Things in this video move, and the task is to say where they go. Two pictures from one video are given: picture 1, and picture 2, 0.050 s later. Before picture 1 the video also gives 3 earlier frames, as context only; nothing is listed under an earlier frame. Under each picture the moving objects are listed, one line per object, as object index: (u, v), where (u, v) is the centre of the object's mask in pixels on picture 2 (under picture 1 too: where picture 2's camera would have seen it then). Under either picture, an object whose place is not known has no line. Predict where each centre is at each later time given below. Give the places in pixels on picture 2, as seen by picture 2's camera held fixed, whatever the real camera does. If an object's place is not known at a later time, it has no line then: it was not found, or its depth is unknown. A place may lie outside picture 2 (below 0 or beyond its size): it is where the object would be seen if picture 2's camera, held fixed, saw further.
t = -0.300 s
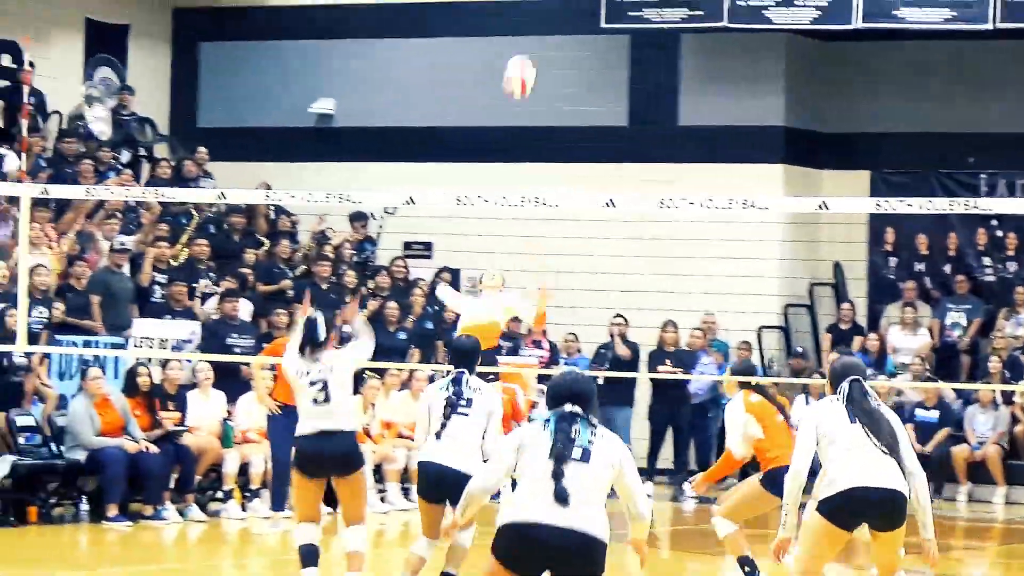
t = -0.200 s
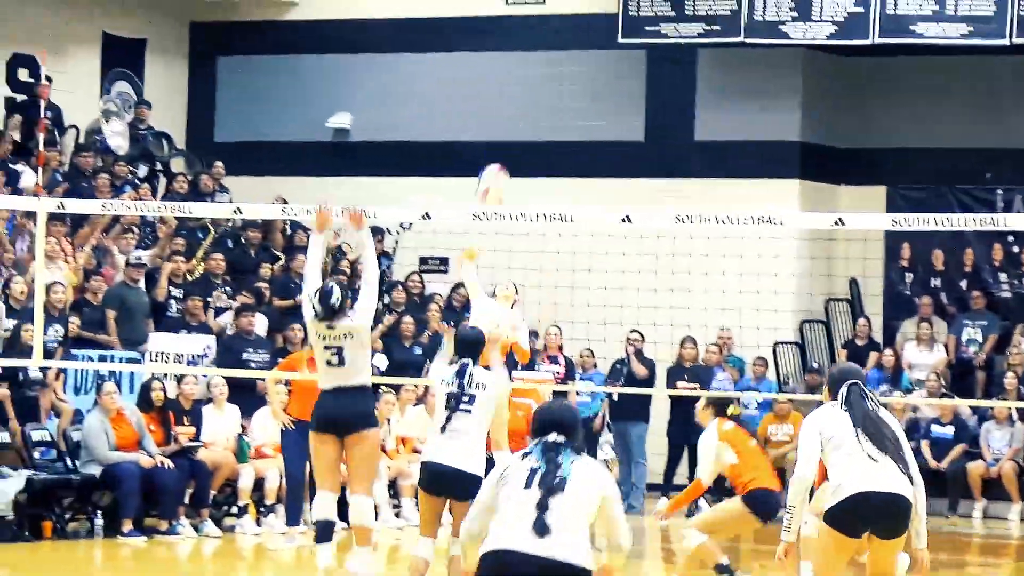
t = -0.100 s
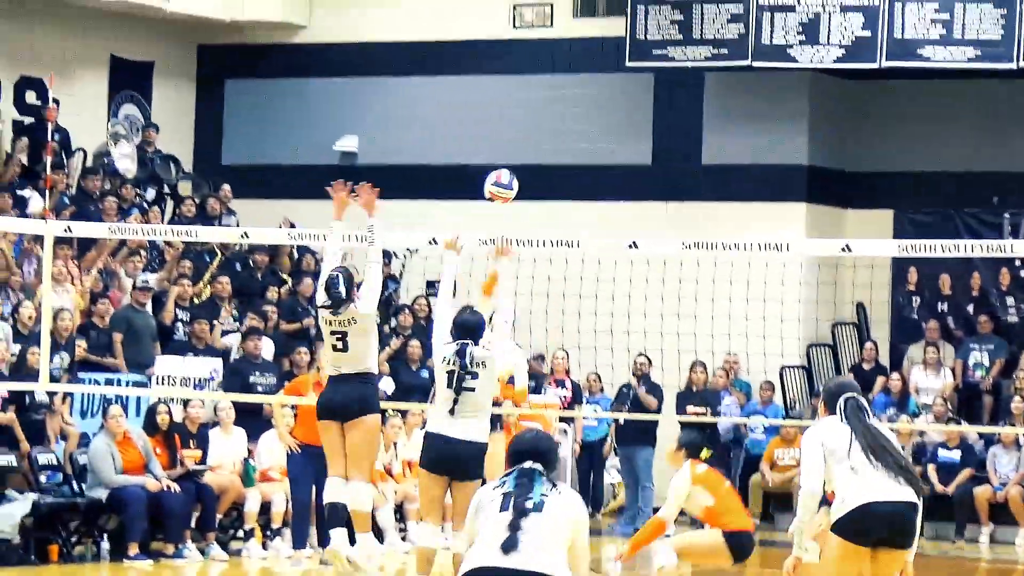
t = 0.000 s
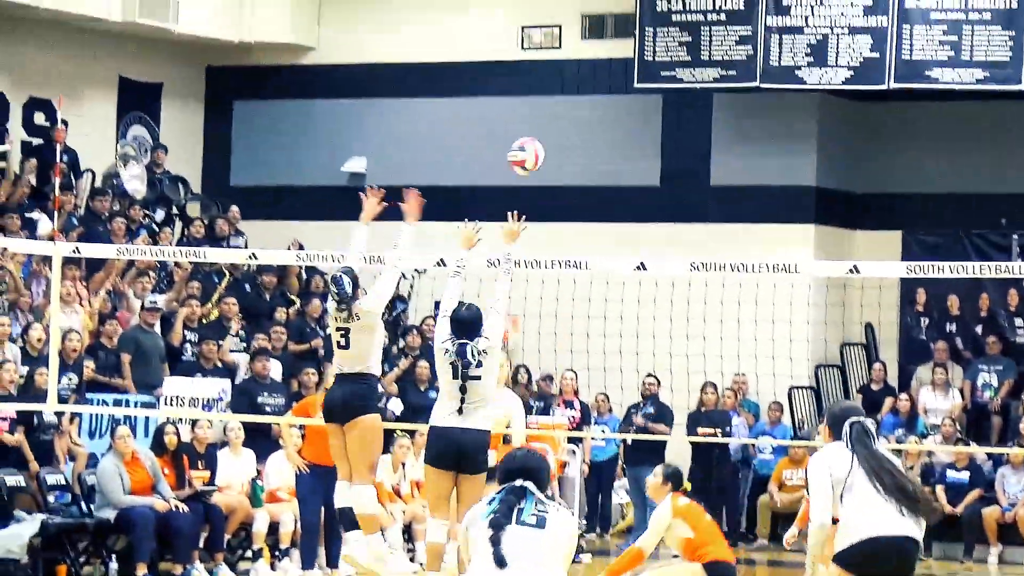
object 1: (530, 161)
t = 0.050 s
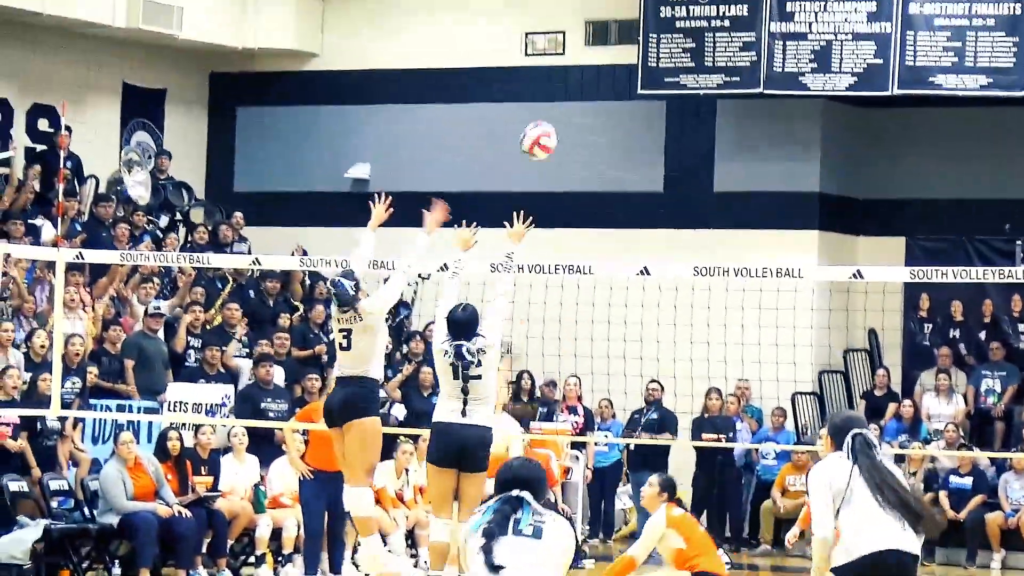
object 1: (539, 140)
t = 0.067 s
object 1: (542, 135)
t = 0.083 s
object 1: (545, 128)
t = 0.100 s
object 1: (549, 124)
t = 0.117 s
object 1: (552, 119)
